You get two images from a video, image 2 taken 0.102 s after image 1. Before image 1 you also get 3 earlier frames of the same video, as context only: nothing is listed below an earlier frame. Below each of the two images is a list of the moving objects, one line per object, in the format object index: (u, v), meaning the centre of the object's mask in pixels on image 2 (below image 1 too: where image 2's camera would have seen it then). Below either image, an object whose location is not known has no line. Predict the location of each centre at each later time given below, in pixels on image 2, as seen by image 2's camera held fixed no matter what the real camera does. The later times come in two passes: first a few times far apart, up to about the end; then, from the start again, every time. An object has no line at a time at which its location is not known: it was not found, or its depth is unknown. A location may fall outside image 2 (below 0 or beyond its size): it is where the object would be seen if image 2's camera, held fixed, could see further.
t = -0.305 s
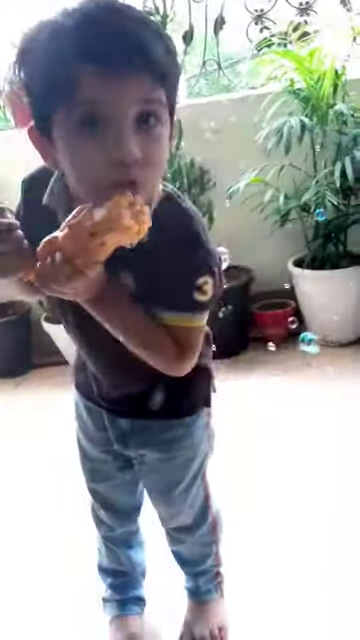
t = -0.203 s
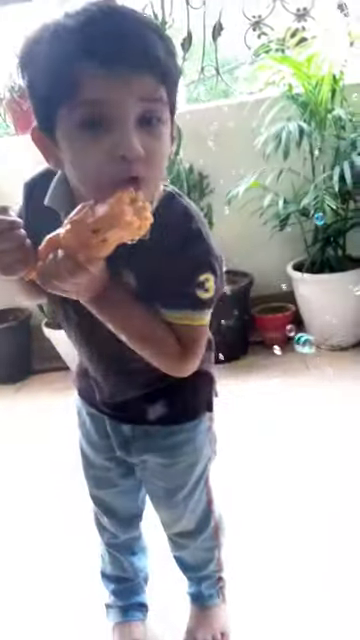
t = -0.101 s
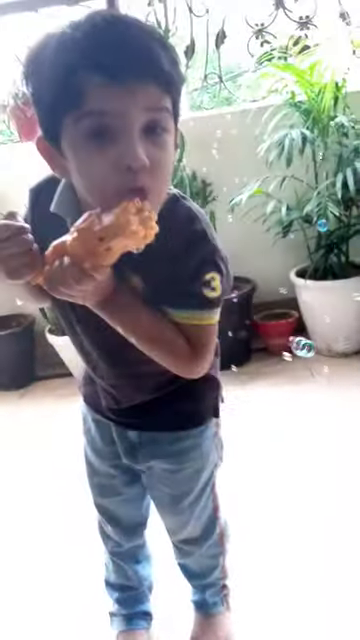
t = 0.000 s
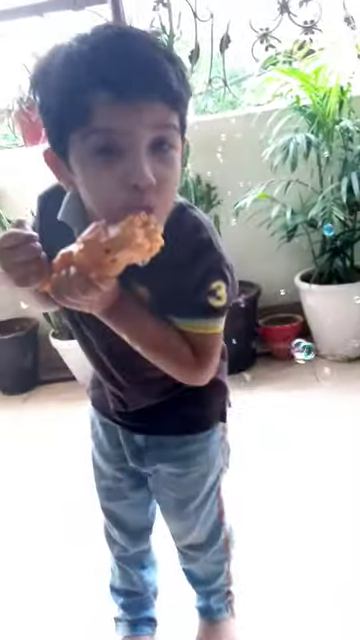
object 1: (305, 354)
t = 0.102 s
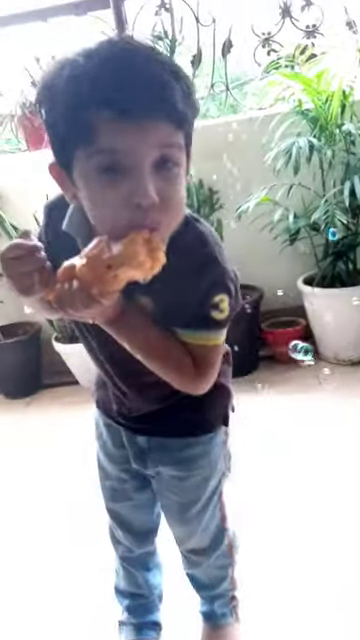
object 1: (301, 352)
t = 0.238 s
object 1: (292, 348)
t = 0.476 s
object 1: (274, 339)
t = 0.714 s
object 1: (261, 337)
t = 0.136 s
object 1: (299, 350)
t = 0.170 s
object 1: (297, 350)
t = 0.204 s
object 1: (294, 349)
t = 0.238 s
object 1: (292, 348)
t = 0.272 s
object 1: (289, 347)
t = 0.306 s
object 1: (287, 345)
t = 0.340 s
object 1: (285, 344)
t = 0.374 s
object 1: (282, 343)
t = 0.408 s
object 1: (279, 342)
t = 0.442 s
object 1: (276, 341)
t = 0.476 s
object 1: (274, 339)
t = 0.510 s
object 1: (271, 338)
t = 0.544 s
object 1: (269, 337)
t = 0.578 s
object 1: (267, 337)
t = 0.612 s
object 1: (265, 336)
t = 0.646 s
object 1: (264, 336)
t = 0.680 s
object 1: (262, 336)
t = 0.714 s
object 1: (261, 337)
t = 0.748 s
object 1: (261, 337)
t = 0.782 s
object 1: (260, 339)
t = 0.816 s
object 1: (260, 340)
